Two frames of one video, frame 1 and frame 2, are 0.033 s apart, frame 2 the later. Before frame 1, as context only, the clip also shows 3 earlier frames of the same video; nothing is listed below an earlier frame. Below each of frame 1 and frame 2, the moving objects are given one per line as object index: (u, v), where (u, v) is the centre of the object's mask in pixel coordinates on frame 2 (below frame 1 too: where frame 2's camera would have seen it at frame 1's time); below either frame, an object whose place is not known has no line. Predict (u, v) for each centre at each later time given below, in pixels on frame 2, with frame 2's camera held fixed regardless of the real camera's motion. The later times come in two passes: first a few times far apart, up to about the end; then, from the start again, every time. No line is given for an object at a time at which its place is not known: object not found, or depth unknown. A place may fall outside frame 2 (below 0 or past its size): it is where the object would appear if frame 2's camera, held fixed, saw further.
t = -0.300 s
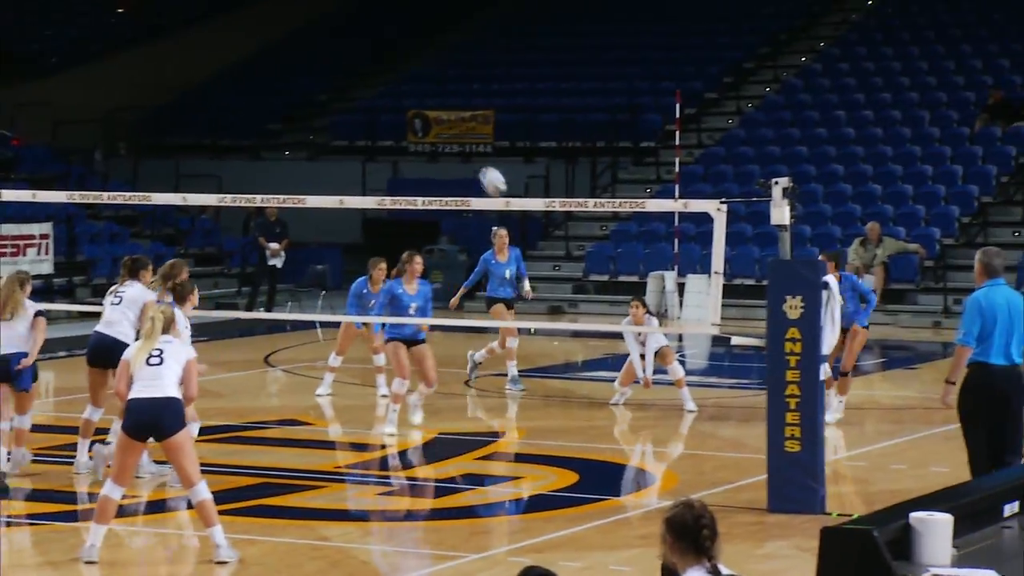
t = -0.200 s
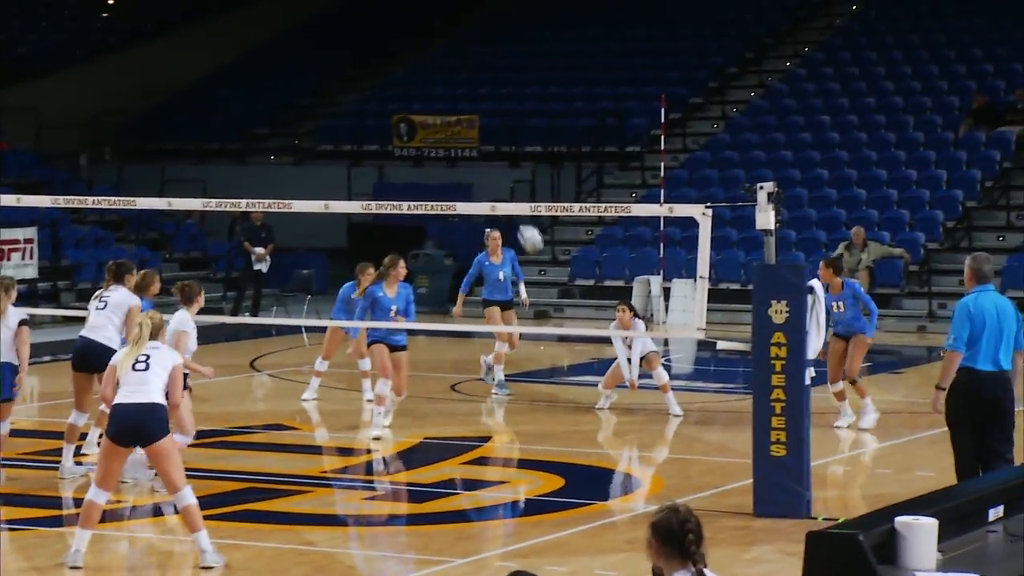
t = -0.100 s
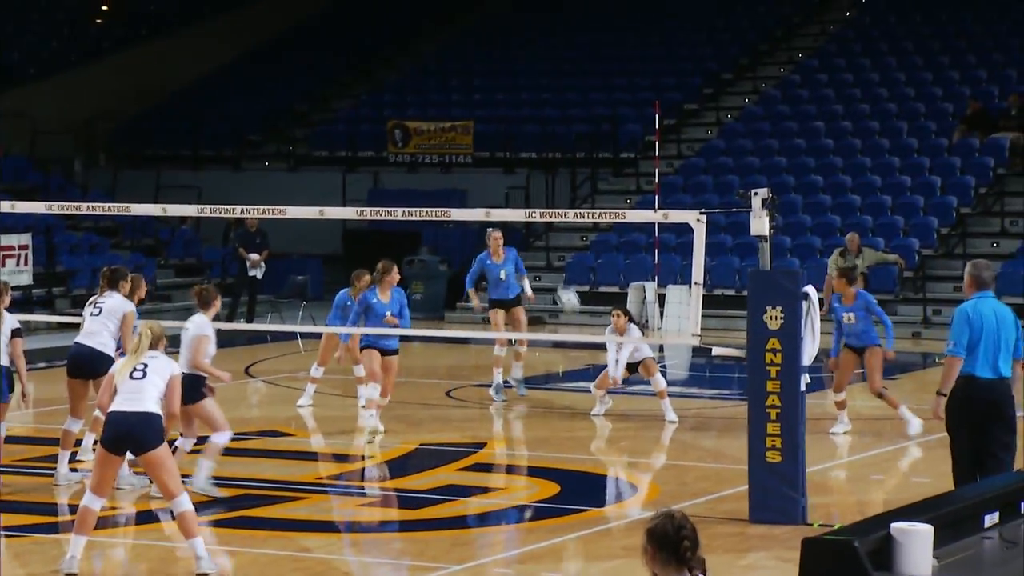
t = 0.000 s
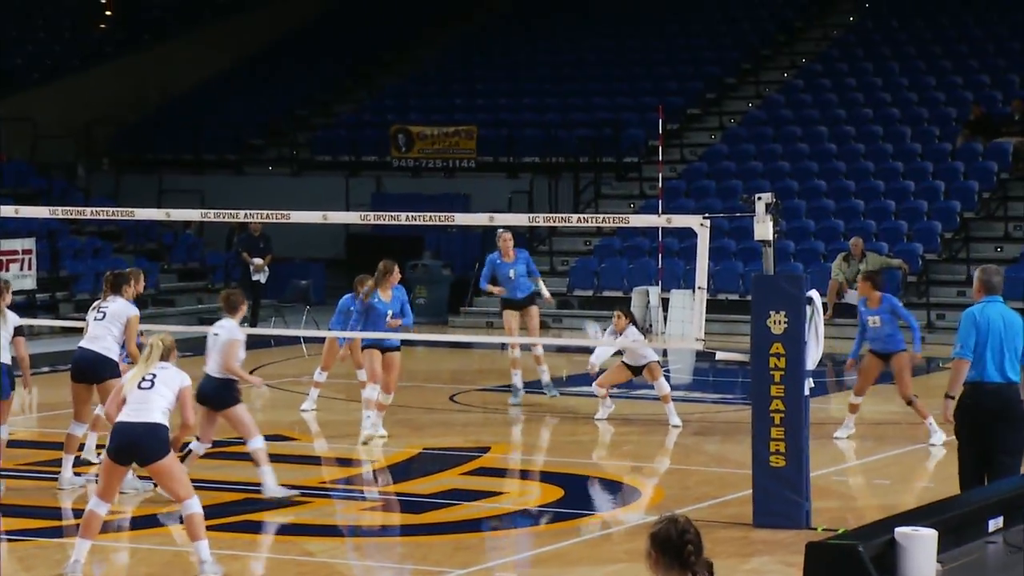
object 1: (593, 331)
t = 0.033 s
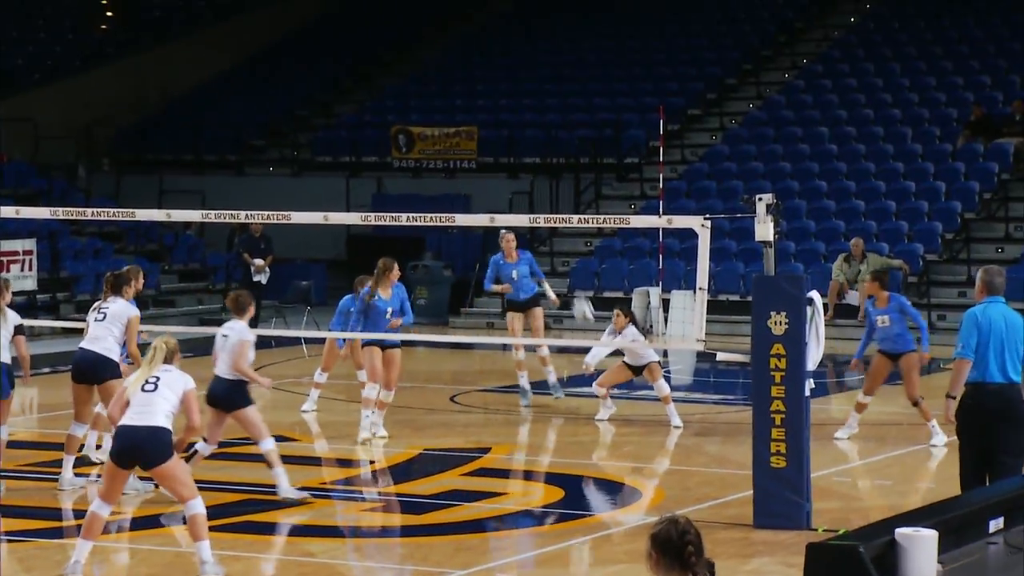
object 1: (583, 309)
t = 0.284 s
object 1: (502, 152)
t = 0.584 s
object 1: (406, 37)
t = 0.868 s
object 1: (316, 7)
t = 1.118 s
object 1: (231, 44)
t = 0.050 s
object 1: (577, 297)
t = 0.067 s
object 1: (572, 286)
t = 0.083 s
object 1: (566, 276)
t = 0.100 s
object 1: (561, 262)
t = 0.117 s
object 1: (556, 252)
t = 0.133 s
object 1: (550, 241)
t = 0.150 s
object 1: (545, 234)
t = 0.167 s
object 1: (538, 211)
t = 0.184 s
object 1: (533, 206)
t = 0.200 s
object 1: (529, 199)
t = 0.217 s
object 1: (523, 189)
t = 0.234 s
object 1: (518, 179)
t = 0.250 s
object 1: (512, 170)
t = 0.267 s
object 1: (507, 161)
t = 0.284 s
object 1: (502, 152)
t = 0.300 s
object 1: (497, 144)
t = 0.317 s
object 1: (491, 135)
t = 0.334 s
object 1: (486, 128)
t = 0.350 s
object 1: (480, 120)
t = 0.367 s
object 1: (475, 112)
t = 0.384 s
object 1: (470, 105)
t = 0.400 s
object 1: (465, 98)
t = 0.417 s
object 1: (459, 91)
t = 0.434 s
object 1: (454, 84)
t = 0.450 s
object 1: (449, 78)
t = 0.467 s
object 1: (443, 72)
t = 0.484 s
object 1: (438, 66)
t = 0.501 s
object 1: (433, 61)
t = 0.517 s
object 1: (427, 55)
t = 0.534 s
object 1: (422, 51)
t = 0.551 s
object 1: (416, 46)
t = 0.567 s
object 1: (411, 41)
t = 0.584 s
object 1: (406, 37)
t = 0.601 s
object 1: (401, 34)
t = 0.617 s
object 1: (395, 29)
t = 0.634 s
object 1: (390, 26)
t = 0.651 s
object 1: (385, 23)
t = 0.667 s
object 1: (380, 20)
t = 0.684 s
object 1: (375, 17)
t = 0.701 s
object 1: (369, 15)
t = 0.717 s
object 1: (364, 13)
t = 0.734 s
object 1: (358, 11)
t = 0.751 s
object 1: (353, 10)
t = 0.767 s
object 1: (348, 8)
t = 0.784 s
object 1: (342, 7)
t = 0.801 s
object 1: (337, 7)
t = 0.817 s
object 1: (332, 7)
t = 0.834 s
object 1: (326, 6)
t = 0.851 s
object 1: (321, 7)
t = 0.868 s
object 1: (316, 7)
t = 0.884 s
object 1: (310, 7)
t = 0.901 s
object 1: (305, 8)
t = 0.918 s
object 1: (299, 10)
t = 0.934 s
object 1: (294, 11)
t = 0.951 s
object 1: (289, 13)
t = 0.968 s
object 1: (284, 15)
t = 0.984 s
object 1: (279, 18)
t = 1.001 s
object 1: (273, 20)
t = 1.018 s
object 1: (267, 22)
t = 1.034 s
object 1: (261, 25)
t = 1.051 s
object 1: (255, 28)
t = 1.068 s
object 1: (249, 31)
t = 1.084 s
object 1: (244, 36)
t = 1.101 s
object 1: (238, 41)
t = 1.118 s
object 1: (231, 44)
